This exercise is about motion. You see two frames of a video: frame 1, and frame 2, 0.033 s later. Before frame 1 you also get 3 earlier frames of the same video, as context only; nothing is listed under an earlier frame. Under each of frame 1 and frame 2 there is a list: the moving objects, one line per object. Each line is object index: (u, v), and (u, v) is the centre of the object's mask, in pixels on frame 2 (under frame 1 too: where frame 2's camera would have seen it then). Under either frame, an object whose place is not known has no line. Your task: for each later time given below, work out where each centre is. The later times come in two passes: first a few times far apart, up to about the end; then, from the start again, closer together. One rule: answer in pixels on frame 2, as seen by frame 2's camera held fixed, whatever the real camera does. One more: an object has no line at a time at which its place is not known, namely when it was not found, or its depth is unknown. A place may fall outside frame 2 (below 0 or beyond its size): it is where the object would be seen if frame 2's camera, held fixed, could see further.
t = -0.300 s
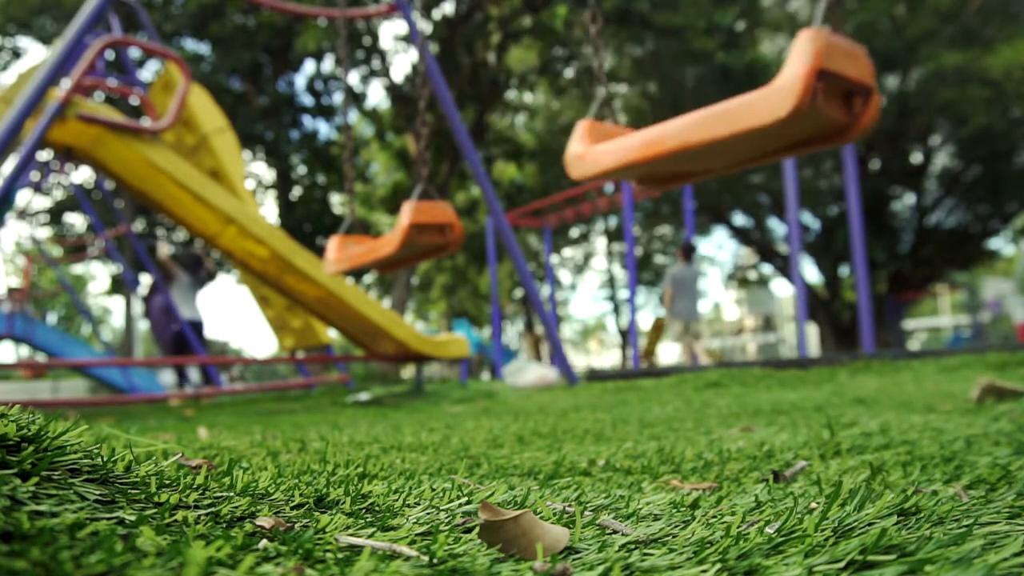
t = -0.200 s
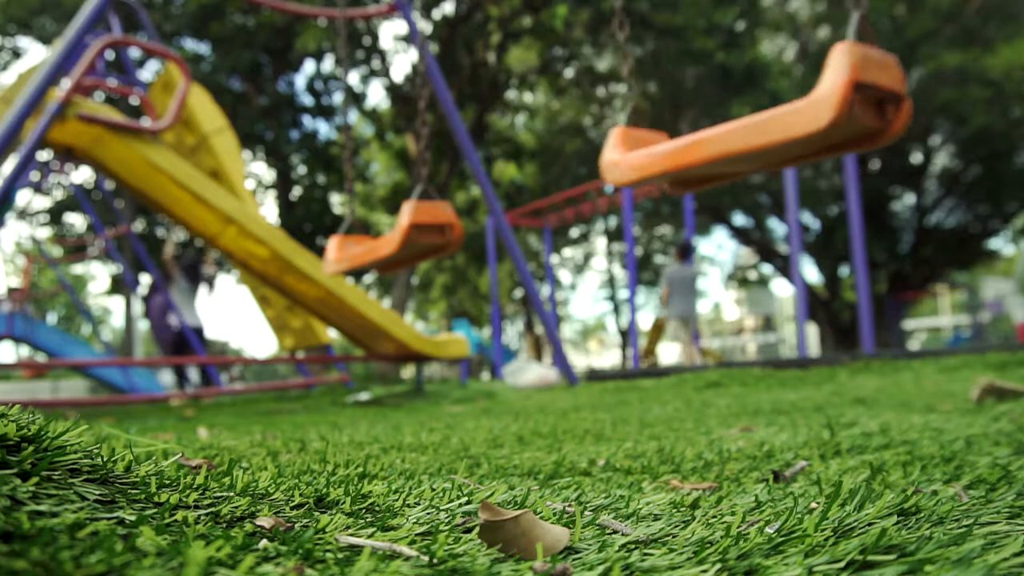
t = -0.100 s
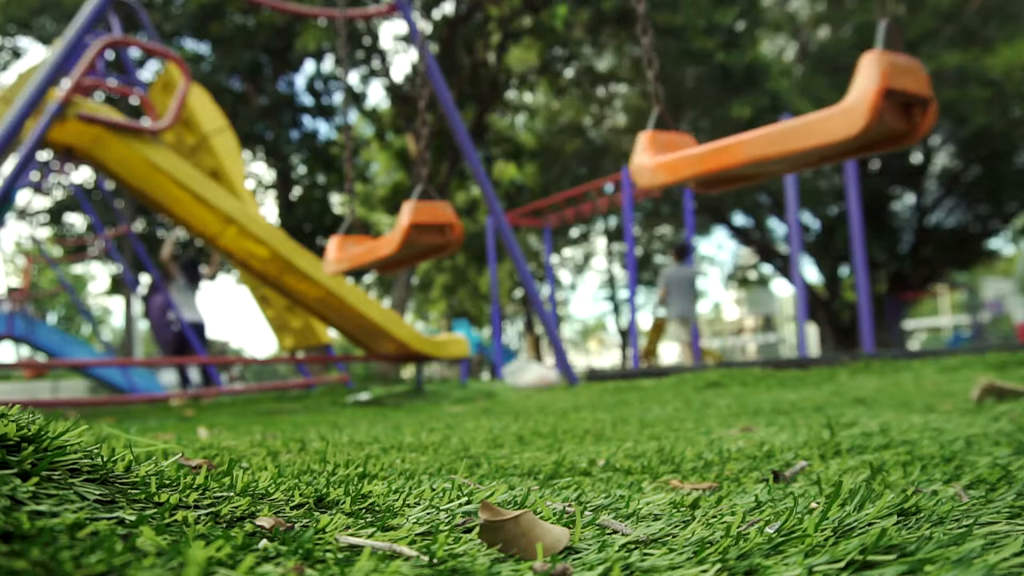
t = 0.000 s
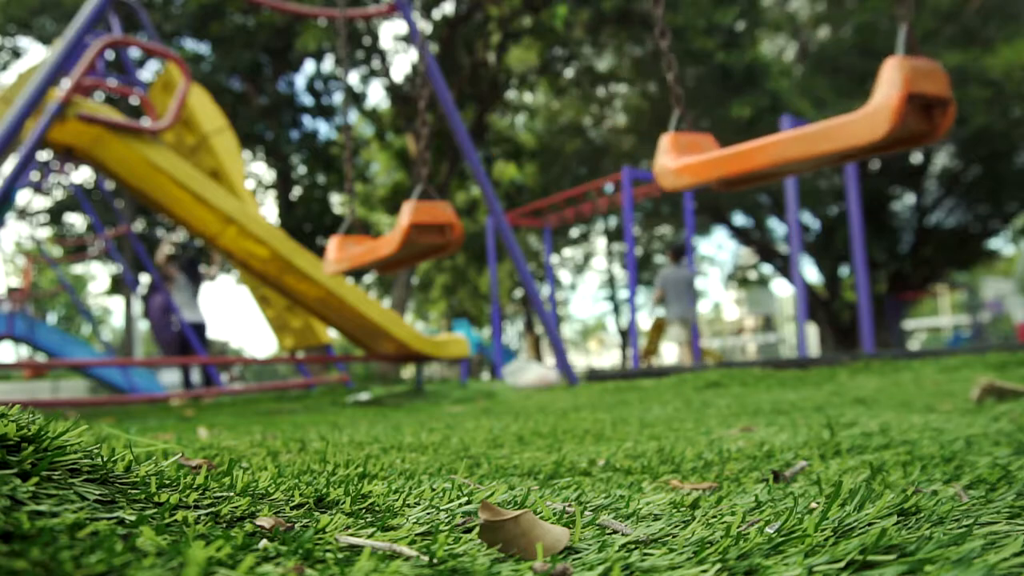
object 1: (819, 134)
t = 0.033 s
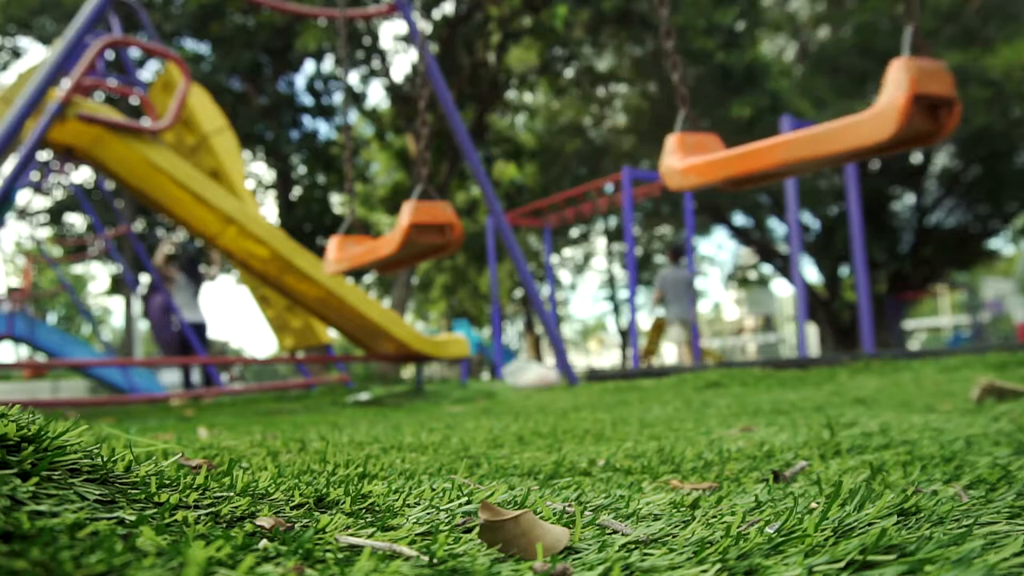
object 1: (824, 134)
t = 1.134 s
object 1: (626, 90)
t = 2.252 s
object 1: (815, 134)
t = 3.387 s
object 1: (633, 91)
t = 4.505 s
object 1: (811, 134)
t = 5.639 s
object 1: (640, 93)
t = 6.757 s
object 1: (807, 134)
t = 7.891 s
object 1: (645, 95)
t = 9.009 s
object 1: (806, 133)
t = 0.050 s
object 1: (827, 134)
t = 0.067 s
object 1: (829, 134)
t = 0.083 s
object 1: (831, 134)
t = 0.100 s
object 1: (832, 134)
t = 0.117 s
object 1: (835, 134)
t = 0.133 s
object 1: (836, 134)
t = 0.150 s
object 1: (837, 134)
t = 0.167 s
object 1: (838, 134)
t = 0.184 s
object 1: (839, 133)
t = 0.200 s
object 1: (840, 134)
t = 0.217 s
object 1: (840, 134)
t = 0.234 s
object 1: (841, 134)
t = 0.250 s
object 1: (841, 134)
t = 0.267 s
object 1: (841, 134)
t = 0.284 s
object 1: (841, 134)
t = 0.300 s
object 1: (840, 134)
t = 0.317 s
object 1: (840, 134)
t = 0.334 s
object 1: (839, 134)
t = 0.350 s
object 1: (838, 134)
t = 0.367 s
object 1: (837, 134)
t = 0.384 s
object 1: (835, 134)
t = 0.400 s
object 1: (833, 134)
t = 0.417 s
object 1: (832, 134)
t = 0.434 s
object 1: (831, 134)
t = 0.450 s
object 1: (829, 134)
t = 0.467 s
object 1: (826, 134)
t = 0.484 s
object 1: (824, 134)
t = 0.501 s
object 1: (821, 134)
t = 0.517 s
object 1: (819, 134)
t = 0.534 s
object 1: (816, 134)
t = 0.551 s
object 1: (812, 134)
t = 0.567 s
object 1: (809, 134)
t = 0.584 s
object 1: (805, 134)
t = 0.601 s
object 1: (802, 134)
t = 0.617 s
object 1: (799, 133)
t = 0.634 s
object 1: (795, 132)
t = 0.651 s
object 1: (791, 132)
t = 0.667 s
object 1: (786, 131)
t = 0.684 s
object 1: (782, 130)
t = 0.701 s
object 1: (777, 130)
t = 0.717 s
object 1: (772, 129)
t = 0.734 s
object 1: (768, 128)
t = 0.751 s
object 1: (762, 127)
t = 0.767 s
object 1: (757, 126)
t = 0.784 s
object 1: (752, 125)
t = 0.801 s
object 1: (747, 124)
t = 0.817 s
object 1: (741, 122)
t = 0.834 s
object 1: (735, 121)
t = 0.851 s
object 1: (729, 120)
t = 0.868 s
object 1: (723, 118)
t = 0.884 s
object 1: (717, 117)
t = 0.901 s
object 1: (711, 115)
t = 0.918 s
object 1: (705, 113)
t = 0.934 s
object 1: (700, 111)
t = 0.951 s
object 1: (694, 109)
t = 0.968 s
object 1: (688, 107)
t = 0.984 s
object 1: (682, 105)
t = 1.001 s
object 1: (676, 103)
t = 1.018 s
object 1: (669, 101)
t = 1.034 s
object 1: (663, 99)
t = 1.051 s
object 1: (657, 97)
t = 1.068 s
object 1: (651, 96)
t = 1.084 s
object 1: (644, 95)
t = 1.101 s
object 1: (638, 93)
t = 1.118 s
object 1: (632, 91)
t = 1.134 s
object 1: (626, 90)
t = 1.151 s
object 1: (621, 89)
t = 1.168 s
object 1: (616, 87)
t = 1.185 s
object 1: (611, 86)
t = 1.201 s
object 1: (606, 85)
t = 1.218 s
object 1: (602, 84)
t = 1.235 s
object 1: (598, 83)
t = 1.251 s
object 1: (595, 82)
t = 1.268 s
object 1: (591, 80)
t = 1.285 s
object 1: (588, 80)
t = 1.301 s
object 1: (585, 79)
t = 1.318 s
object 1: (583, 79)
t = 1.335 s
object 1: (581, 78)
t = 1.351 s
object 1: (580, 78)
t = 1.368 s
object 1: (579, 78)
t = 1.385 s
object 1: (579, 78)
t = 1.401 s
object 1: (579, 78)
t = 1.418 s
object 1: (579, 78)
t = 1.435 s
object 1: (580, 78)
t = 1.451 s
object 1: (581, 78)
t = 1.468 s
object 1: (583, 79)
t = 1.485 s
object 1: (585, 79)
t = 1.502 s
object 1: (588, 80)
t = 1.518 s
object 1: (591, 81)
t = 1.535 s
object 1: (594, 82)
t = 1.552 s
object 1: (598, 83)
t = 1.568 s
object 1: (602, 84)
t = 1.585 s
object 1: (606, 85)
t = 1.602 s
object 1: (611, 86)
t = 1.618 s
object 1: (616, 87)
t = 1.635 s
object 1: (621, 88)
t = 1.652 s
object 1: (626, 90)
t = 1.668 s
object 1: (632, 91)
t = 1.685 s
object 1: (638, 93)
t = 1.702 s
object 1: (644, 94)
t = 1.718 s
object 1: (650, 96)
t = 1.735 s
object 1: (656, 97)
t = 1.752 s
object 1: (663, 99)
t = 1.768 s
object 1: (669, 101)
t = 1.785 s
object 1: (675, 103)
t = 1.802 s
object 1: (682, 104)
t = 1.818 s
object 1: (687, 106)
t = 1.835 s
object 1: (693, 109)
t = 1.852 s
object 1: (699, 111)
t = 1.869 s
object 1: (705, 113)
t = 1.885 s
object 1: (711, 114)
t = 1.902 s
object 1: (717, 116)
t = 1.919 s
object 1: (723, 118)
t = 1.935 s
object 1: (728, 120)
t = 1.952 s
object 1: (734, 121)
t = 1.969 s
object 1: (740, 123)
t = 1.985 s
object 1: (745, 124)
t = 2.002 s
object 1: (751, 125)
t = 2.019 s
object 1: (756, 126)
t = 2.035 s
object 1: (762, 127)
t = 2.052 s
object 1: (767, 128)
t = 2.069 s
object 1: (772, 129)
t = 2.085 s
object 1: (777, 130)
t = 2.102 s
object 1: (781, 131)
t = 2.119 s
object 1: (786, 132)
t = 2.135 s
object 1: (790, 132)
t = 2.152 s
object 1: (794, 133)
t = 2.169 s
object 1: (798, 133)
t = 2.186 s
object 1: (802, 134)
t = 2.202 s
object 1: (805, 134)
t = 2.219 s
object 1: (808, 134)
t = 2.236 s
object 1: (812, 134)
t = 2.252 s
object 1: (815, 134)
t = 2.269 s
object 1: (818, 134)
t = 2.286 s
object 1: (821, 134)
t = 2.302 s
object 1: (823, 134)
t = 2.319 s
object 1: (826, 134)
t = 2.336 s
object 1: (828, 134)
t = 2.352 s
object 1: (830, 134)
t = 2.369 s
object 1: (831, 134)
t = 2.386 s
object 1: (833, 134)
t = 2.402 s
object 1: (835, 134)
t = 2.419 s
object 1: (836, 134)
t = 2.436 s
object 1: (837, 134)
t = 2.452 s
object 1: (838, 134)
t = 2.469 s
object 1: (839, 134)
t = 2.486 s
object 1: (840, 134)
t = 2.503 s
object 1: (840, 134)
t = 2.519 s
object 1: (840, 134)
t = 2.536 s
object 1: (840, 134)
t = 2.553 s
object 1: (840, 134)
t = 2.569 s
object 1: (840, 134)
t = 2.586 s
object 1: (839, 134)
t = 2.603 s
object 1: (838, 134)
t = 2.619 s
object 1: (838, 134)
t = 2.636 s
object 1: (836, 134)
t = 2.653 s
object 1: (835, 134)
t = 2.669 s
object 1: (833, 134)
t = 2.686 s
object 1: (832, 134)
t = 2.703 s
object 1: (830, 134)
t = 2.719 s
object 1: (829, 134)
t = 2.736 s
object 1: (827, 134)
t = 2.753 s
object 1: (825, 134)
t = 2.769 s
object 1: (822, 134)
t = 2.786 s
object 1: (819, 134)
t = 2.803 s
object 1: (816, 134)
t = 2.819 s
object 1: (813, 133)
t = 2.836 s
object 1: (810, 133)
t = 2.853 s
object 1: (806, 133)
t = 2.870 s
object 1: (803, 133)
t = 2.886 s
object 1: (799, 132)
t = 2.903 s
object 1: (796, 132)
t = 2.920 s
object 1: (792, 132)
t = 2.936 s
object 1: (787, 131)
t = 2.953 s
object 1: (783, 130)
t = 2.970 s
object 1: (779, 129)
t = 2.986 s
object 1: (774, 128)
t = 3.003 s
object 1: (769, 127)
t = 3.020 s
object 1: (764, 126)
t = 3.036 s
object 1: (758, 126)
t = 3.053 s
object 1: (753, 125)
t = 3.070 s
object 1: (747, 123)
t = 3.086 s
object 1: (742, 122)
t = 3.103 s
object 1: (736, 120)
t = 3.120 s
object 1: (730, 119)
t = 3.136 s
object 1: (724, 117)
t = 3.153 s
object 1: (718, 115)
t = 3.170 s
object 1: (713, 114)
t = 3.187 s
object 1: (707, 112)
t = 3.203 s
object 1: (701, 110)
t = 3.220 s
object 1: (695, 108)
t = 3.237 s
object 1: (689, 106)
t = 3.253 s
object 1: (683, 104)
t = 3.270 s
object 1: (677, 102)
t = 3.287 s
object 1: (670, 100)
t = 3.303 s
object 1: (664, 98)
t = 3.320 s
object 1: (658, 97)
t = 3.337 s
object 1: (651, 96)
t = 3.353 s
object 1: (645, 94)
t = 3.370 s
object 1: (639, 92)
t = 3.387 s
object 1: (633, 91)
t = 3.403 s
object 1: (628, 90)
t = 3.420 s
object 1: (622, 88)
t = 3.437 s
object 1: (617, 87)
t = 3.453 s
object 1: (612, 86)
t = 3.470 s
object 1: (608, 85)
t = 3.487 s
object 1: (604, 83)
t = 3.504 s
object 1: (600, 83)
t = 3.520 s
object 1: (596, 82)
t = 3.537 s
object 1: (593, 81)
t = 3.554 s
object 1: (590, 81)
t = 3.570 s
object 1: (587, 80)
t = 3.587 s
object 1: (585, 79)
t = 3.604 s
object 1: (584, 79)
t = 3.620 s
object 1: (582, 79)
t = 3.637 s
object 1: (582, 79)
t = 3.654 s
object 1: (581, 78)
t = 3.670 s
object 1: (581, 78)
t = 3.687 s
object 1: (581, 79)
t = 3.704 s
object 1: (582, 79)
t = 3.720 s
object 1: (583, 79)
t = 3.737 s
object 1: (585, 79)
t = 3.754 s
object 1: (587, 80)
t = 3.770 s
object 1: (589, 81)
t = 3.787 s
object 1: (592, 81)
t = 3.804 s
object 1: (595, 82)
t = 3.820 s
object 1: (599, 83)
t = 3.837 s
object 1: (603, 84)
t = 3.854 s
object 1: (607, 85)
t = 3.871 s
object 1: (611, 87)
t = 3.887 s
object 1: (616, 88)
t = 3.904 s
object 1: (621, 89)
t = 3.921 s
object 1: (626, 91)
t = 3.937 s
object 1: (631, 92)
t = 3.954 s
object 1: (637, 94)
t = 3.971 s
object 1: (643, 95)
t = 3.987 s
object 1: (650, 97)
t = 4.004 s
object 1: (655, 98)
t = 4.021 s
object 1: (662, 100)
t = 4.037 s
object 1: (668, 102)
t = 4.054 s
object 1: (675, 104)
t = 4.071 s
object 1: (681, 105)
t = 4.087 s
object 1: (687, 108)
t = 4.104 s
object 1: (693, 109)
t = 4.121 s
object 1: (699, 112)
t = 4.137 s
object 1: (705, 113)
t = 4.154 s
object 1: (710, 115)
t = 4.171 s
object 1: (717, 117)
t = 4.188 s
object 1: (723, 118)
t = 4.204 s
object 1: (728, 120)
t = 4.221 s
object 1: (734, 122)
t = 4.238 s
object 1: (739, 123)
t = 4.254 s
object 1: (745, 124)
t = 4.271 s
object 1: (751, 125)
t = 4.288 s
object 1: (756, 126)
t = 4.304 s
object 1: (761, 128)
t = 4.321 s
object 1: (766, 129)
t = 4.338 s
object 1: (772, 130)
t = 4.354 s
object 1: (776, 130)
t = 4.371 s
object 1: (781, 131)
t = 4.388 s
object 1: (785, 132)
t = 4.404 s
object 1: (790, 132)
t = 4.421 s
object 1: (794, 133)
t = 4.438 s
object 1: (797, 133)
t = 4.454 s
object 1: (801, 134)
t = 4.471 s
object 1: (804, 134)
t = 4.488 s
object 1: (807, 134)
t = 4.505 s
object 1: (811, 134)
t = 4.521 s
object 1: (814, 134)
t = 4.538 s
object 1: (817, 134)
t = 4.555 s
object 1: (820, 134)
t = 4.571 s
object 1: (822, 135)
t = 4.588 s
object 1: (825, 135)
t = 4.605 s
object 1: (827, 134)
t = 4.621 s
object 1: (829, 134)
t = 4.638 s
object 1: (831, 134)
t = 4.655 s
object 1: (833, 134)
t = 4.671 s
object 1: (835, 134)
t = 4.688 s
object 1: (836, 134)
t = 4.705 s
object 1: (837, 134)
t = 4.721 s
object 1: (838, 133)
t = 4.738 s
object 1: (839, 133)
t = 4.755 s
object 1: (840, 133)
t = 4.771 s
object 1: (840, 133)
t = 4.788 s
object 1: (841, 133)
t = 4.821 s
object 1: (840, 133)
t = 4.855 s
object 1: (840, 133)
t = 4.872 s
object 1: (839, 133)
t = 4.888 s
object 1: (839, 133)
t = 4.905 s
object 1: (838, 133)
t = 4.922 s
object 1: (837, 133)
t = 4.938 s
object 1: (835, 133)
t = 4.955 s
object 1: (833, 133)
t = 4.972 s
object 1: (831, 133)
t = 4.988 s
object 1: (830, 133)
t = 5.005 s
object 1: (827, 133)
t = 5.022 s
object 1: (825, 133)
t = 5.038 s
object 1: (823, 133)
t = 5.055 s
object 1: (820, 133)
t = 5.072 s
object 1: (817, 133)
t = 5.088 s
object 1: (814, 133)
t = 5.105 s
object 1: (811, 132)
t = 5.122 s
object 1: (808, 132)
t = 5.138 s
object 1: (804, 132)
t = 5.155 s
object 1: (801, 132)
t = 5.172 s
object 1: (797, 131)
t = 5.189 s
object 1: (793, 130)
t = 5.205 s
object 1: (789, 130)
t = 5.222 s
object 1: (784, 129)
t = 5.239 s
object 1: (779, 128)
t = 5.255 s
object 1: (774, 128)
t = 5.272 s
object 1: (770, 127)
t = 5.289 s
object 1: (765, 126)
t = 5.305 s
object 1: (760, 125)
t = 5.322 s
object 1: (755, 123)
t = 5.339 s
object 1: (748, 122)
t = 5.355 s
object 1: (743, 121)
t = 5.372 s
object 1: (737, 119)
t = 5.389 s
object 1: (731, 118)
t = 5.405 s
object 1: (725, 117)
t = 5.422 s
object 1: (719, 115)
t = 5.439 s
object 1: (713, 113)
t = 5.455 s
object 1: (708, 111)
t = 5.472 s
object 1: (701, 110)
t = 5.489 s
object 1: (696, 108)
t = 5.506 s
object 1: (690, 105)
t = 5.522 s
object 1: (684, 103)
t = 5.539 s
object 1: (678, 102)
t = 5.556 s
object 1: (671, 100)
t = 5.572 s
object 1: (665, 98)
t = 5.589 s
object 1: (658, 97)
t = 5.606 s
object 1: (652, 95)
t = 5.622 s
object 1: (646, 94)
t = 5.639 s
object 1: (640, 93)
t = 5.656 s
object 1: (634, 91)
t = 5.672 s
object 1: (629, 90)
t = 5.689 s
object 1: (622, 89)
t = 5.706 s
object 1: (618, 87)
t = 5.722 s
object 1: (613, 86)
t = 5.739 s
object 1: (608, 85)
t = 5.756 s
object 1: (604, 84)
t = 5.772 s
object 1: (600, 83)
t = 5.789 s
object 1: (596, 82)
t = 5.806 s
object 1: (593, 81)
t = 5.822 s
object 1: (590, 81)
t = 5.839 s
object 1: (587, 80)
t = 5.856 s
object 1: (585, 80)
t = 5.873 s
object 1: (584, 79)
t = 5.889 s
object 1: (582, 79)
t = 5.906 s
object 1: (581, 79)
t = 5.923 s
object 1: (581, 79)
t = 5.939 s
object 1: (581, 79)
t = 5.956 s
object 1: (581, 79)
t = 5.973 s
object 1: (582, 80)
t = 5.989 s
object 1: (583, 80)
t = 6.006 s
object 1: (585, 80)
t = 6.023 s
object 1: (587, 81)
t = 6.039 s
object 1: (590, 82)
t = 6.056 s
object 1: (593, 83)
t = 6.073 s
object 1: (596, 84)
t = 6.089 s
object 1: (599, 84)
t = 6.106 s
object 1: (603, 85)
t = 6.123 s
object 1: (607, 86)
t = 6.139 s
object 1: (612, 88)
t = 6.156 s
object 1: (616, 89)
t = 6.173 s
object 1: (622, 91)
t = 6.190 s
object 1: (627, 92)
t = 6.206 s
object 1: (632, 93)
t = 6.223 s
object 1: (638, 95)
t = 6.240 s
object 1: (644, 96)
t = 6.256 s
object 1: (650, 98)
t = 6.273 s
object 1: (655, 99)
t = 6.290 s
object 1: (662, 101)
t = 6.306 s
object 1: (668, 103)
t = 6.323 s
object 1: (674, 105)
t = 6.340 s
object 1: (680, 106)
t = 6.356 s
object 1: (686, 109)
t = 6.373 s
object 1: (692, 111)
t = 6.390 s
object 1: (698, 112)
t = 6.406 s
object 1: (704, 115)
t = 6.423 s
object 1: (710, 116)
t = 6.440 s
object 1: (716, 118)
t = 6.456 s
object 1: (722, 120)
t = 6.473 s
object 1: (728, 121)
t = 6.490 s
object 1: (733, 123)
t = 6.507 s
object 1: (738, 124)
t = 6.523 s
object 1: (745, 125)
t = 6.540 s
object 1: (750, 126)
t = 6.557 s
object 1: (755, 127)
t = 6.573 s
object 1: (760, 128)
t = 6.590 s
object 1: (766, 129)
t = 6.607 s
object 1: (771, 130)
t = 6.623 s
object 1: (776, 130)
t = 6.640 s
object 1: (781, 131)
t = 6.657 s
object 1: (785, 132)
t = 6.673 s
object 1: (789, 132)
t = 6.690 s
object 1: (793, 133)
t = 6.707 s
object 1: (798, 133)
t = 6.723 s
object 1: (801, 134)
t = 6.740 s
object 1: (804, 134)
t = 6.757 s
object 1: (807, 134)
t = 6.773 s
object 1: (811, 134)
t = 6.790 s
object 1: (815, 134)
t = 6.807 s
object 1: (818, 134)
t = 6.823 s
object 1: (821, 134)
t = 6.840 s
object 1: (824, 134)
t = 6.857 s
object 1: (826, 134)
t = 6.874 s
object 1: (828, 134)
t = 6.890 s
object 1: (830, 134)
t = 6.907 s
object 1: (832, 134)
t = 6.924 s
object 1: (834, 134)
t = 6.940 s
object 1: (836, 134)
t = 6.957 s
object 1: (837, 133)
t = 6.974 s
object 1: (838, 133)
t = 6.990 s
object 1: (839, 133)
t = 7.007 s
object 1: (840, 133)
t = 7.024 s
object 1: (841, 133)
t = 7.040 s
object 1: (841, 133)
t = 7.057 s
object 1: (841, 133)
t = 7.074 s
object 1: (841, 133)
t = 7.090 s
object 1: (841, 133)
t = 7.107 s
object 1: (841, 133)
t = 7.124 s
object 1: (841, 133)
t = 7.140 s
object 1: (840, 133)
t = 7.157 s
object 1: (839, 133)
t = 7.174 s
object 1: (838, 133)
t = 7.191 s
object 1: (837, 133)
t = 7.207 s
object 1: (836, 133)
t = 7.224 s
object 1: (834, 133)
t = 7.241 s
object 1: (832, 133)
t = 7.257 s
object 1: (831, 133)
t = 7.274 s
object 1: (829, 132)
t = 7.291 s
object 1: (827, 132)
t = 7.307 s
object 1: (825, 132)
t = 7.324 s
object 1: (822, 132)
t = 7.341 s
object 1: (819, 132)
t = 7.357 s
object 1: (816, 131)
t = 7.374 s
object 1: (812, 132)
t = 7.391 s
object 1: (809, 131)
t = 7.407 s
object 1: (805, 131)
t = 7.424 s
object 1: (802, 131)
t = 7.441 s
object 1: (798, 130)
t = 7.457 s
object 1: (793, 130)
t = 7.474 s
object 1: (789, 129)
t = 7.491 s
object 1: (784, 128)
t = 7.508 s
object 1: (780, 128)
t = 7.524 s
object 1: (775, 127)
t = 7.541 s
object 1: (770, 126)
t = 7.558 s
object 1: (766, 125)
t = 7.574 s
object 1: (760, 124)
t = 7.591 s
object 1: (755, 123)
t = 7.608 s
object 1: (749, 122)
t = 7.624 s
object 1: (743, 120)
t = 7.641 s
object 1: (737, 119)
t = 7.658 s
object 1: (731, 118)
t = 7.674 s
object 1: (725, 116)
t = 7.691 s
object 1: (719, 114)
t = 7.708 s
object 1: (713, 113)
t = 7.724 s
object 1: (707, 111)
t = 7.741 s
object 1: (700, 110)
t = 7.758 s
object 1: (694, 107)
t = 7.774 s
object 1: (689, 105)
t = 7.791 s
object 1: (683, 103)
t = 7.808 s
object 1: (677, 102)
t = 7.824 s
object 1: (670, 100)
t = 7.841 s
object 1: (664, 98)
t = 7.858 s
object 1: (657, 97)
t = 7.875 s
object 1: (651, 96)
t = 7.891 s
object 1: (645, 95)
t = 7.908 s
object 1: (639, 93)
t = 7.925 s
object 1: (633, 92)
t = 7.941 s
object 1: (627, 90)
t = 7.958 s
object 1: (621, 89)
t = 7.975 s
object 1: (617, 88)
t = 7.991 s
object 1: (612, 87)
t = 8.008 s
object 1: (608, 86)
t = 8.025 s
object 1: (603, 85)
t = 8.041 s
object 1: (600, 84)
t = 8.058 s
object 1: (596, 83)
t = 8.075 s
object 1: (593, 83)
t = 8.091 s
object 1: (590, 82)
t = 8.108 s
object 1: (588, 82)
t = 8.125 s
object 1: (585, 81)
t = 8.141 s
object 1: (584, 81)
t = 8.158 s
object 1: (583, 81)
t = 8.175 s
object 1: (582, 81)
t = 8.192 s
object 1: (582, 81)
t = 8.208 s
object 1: (582, 81)
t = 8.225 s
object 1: (582, 81)
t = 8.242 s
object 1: (583, 81)
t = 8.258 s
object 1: (584, 81)
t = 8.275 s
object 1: (585, 82)
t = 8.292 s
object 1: (588, 82)
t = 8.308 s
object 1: (590, 83)
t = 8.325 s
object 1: (593, 84)
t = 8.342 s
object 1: (596, 85)
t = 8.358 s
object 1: (600, 86)
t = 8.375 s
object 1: (604, 87)
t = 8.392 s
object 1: (607, 87)
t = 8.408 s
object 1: (612, 89)
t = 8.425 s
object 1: (617, 90)
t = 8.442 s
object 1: (622, 91)
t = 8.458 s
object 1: (626, 93)
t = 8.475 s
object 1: (632, 94)
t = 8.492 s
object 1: (638, 96)
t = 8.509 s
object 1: (644, 97)
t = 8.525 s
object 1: (649, 98)
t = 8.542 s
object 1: (655, 100)
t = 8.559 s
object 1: (662, 102)
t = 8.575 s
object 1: (668, 104)
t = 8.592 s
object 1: (674, 105)
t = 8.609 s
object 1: (680, 108)
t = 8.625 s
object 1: (686, 110)
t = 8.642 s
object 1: (692, 112)
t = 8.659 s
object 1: (698, 114)
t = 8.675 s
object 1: (705, 115)
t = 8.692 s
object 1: (711, 116)
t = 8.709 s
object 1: (717, 118)
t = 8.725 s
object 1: (723, 119)
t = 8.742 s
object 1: (729, 121)
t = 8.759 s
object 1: (734, 123)
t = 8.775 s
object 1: (740, 124)
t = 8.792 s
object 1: (746, 125)
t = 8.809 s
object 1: (752, 126)
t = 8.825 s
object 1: (756, 127)
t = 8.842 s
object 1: (762, 128)
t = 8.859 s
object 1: (768, 129)
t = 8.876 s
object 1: (773, 130)
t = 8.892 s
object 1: (778, 130)
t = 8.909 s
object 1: (782, 131)
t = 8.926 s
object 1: (787, 131)
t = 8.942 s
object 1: (791, 132)
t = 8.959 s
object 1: (795, 132)
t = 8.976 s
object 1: (799, 133)
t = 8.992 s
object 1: (803, 133)
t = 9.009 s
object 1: (806, 133)
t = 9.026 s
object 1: (809, 133)
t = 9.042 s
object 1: (813, 133)
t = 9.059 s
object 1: (816, 133)
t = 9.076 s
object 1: (819, 133)
